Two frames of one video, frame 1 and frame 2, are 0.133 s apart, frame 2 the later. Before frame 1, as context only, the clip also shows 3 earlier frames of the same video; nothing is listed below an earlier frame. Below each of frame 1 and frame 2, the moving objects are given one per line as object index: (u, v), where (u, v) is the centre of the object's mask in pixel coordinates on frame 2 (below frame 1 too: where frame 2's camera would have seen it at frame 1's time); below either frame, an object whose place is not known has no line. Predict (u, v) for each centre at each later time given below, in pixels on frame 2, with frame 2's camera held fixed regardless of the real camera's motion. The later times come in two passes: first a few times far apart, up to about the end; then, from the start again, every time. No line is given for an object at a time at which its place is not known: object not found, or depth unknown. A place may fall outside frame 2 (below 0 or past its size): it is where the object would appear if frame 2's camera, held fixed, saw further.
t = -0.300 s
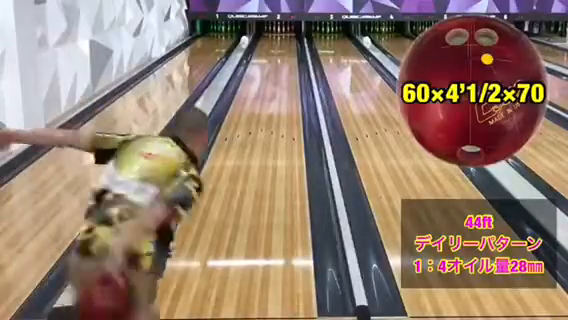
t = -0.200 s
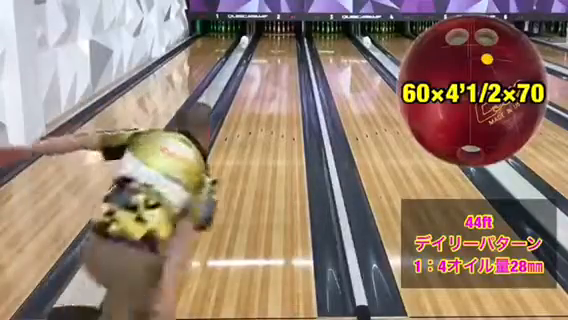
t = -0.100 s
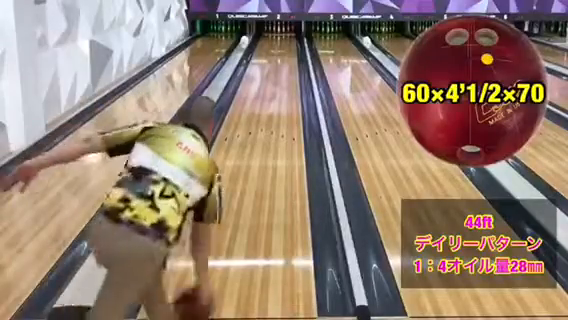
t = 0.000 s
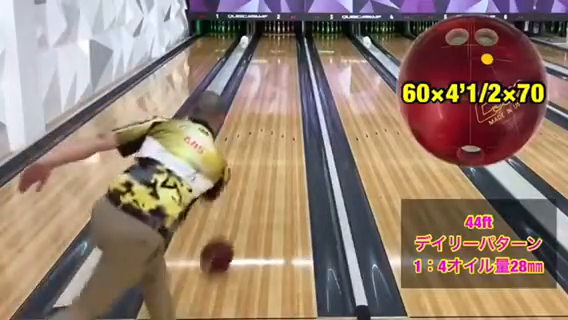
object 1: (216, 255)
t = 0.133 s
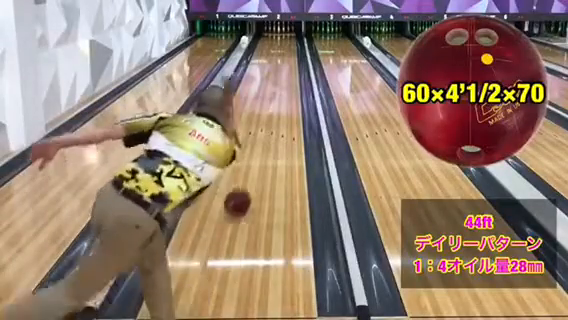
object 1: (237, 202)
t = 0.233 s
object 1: (248, 174)
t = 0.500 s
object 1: (267, 123)
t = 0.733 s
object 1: (276, 96)
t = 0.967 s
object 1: (282, 78)
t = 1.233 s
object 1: (286, 62)
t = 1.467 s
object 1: (288, 54)
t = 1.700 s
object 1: (290, 44)
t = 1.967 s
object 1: (288, 40)
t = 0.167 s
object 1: (241, 192)
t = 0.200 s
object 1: (245, 183)
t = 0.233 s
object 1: (248, 174)
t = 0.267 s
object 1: (251, 166)
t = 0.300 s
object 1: (255, 158)
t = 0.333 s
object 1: (256, 150)
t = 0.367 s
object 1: (259, 145)
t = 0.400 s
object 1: (261, 139)
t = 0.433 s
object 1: (264, 133)
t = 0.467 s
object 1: (265, 128)
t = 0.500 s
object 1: (267, 123)
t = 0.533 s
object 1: (268, 119)
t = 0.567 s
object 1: (270, 115)
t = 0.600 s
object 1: (271, 111)
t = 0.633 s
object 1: (272, 107)
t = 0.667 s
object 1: (274, 103)
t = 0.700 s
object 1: (275, 100)
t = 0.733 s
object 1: (276, 96)
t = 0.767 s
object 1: (277, 93)
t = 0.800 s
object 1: (278, 90)
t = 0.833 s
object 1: (279, 88)
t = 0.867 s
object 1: (279, 85)
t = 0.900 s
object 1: (280, 82)
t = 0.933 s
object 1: (281, 80)
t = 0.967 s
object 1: (282, 78)
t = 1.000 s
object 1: (282, 76)
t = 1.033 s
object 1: (283, 74)
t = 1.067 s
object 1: (284, 71)
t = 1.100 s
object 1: (284, 69)
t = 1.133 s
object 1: (285, 67)
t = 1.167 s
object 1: (285, 66)
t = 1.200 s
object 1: (286, 64)
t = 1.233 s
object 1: (286, 62)
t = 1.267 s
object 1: (286, 62)
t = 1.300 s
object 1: (287, 60)
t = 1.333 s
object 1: (287, 58)
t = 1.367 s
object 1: (288, 56)
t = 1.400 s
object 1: (288, 56)
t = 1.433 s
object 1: (288, 55)
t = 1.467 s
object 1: (288, 54)
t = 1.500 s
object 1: (288, 52)
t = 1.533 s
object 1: (288, 52)
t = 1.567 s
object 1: (289, 50)
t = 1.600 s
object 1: (289, 50)
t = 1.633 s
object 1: (290, 49)
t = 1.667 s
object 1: (290, 49)
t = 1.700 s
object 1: (290, 44)
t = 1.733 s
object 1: (290, 43)
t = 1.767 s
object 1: (287, 42)
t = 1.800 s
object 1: (288, 42)
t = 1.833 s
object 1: (289, 41)
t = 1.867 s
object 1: (289, 41)
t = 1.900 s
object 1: (289, 41)
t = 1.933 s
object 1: (288, 41)
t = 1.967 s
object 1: (288, 40)
